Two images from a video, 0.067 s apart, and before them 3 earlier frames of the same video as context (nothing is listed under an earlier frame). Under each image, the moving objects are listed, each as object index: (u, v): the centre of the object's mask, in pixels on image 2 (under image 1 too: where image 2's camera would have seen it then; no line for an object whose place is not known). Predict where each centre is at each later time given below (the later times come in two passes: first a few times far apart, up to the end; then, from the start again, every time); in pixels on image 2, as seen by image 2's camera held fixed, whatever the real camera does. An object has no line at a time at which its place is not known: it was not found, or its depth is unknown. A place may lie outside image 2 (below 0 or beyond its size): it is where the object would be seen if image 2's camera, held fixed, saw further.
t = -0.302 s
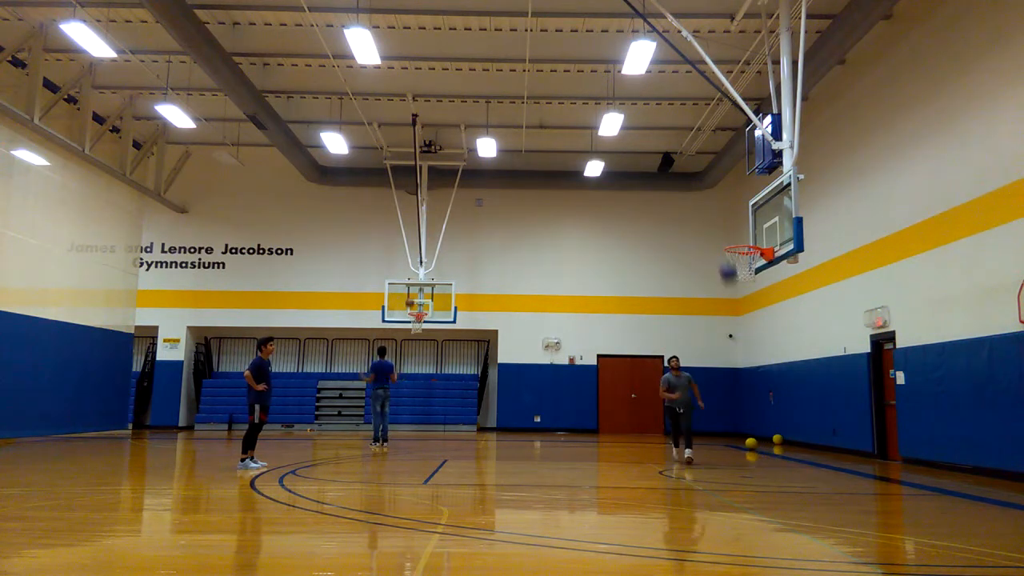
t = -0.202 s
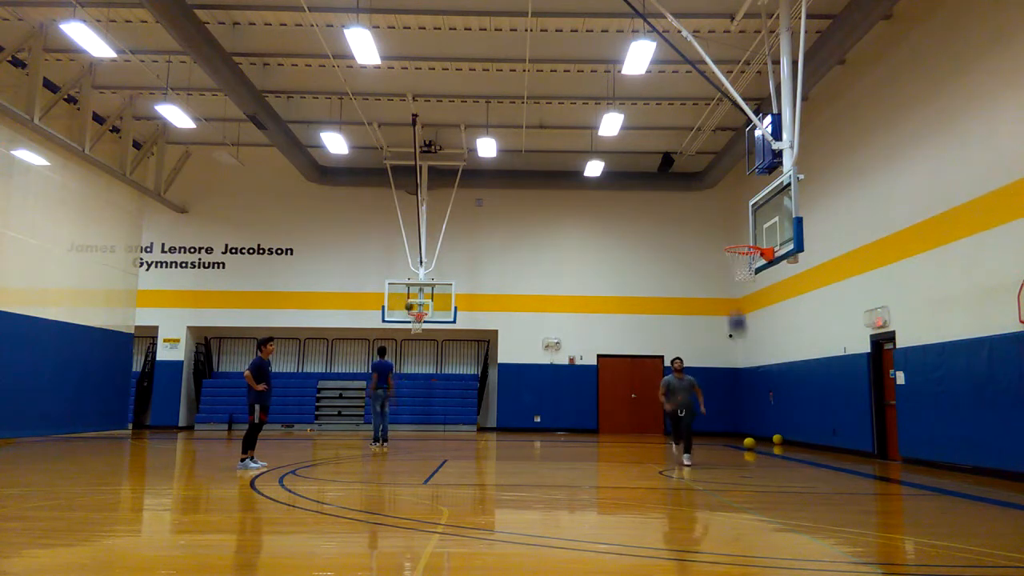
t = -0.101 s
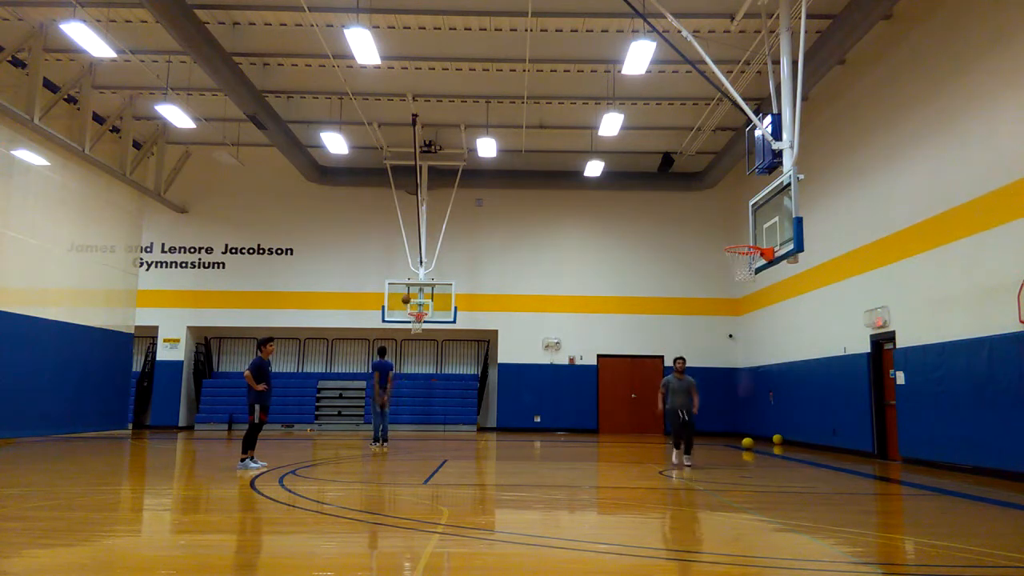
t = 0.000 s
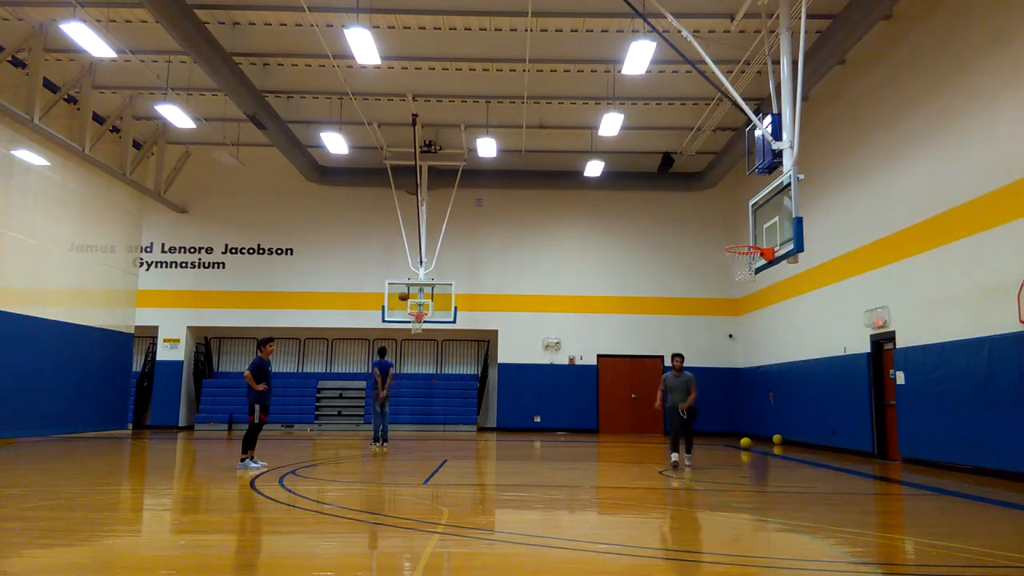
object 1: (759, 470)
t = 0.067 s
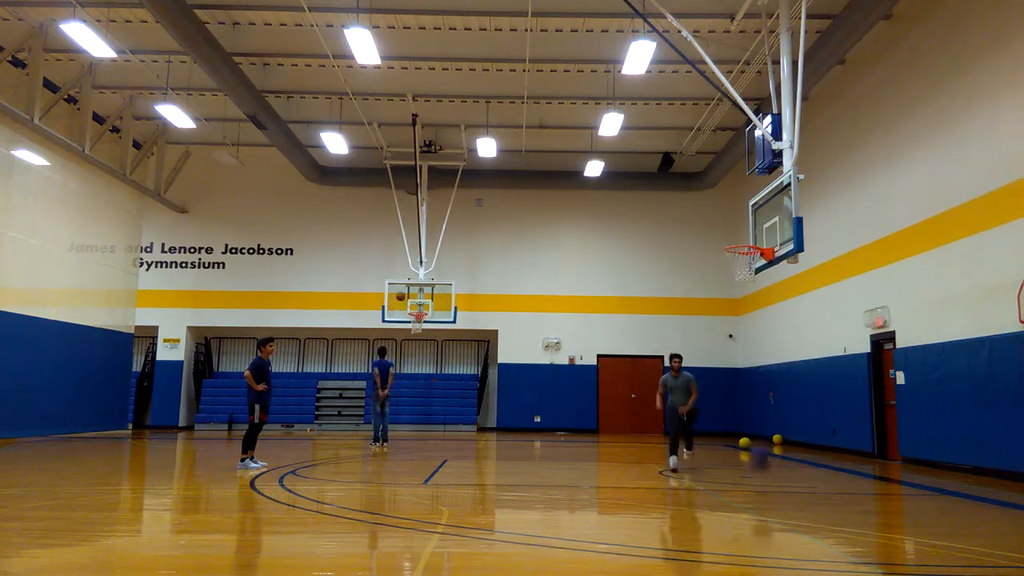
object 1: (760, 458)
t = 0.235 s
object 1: (758, 364)
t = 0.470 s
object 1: (758, 277)
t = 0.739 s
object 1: (761, 231)
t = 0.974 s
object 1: (767, 247)
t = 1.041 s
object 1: (769, 263)
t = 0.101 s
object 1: (757, 434)
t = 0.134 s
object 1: (757, 417)
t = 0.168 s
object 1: (757, 397)
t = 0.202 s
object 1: (757, 382)
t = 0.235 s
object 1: (758, 364)
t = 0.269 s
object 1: (758, 348)
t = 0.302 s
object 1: (757, 334)
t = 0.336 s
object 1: (757, 321)
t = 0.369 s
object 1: (758, 309)
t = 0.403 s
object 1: (757, 296)
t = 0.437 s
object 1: (758, 286)
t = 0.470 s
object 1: (758, 277)
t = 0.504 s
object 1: (757, 267)
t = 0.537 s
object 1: (757, 259)
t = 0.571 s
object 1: (758, 252)
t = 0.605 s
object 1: (759, 246)
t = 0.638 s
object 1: (760, 240)
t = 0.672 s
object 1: (760, 236)
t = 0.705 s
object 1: (761, 234)
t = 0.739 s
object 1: (761, 231)
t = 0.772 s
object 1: (762, 231)
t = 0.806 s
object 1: (762, 231)
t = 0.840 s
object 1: (763, 232)
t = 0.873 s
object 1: (764, 234)
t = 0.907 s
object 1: (765, 236)
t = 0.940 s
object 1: (766, 241)
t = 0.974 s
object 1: (767, 247)
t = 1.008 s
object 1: (768, 254)
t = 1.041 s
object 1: (769, 263)
